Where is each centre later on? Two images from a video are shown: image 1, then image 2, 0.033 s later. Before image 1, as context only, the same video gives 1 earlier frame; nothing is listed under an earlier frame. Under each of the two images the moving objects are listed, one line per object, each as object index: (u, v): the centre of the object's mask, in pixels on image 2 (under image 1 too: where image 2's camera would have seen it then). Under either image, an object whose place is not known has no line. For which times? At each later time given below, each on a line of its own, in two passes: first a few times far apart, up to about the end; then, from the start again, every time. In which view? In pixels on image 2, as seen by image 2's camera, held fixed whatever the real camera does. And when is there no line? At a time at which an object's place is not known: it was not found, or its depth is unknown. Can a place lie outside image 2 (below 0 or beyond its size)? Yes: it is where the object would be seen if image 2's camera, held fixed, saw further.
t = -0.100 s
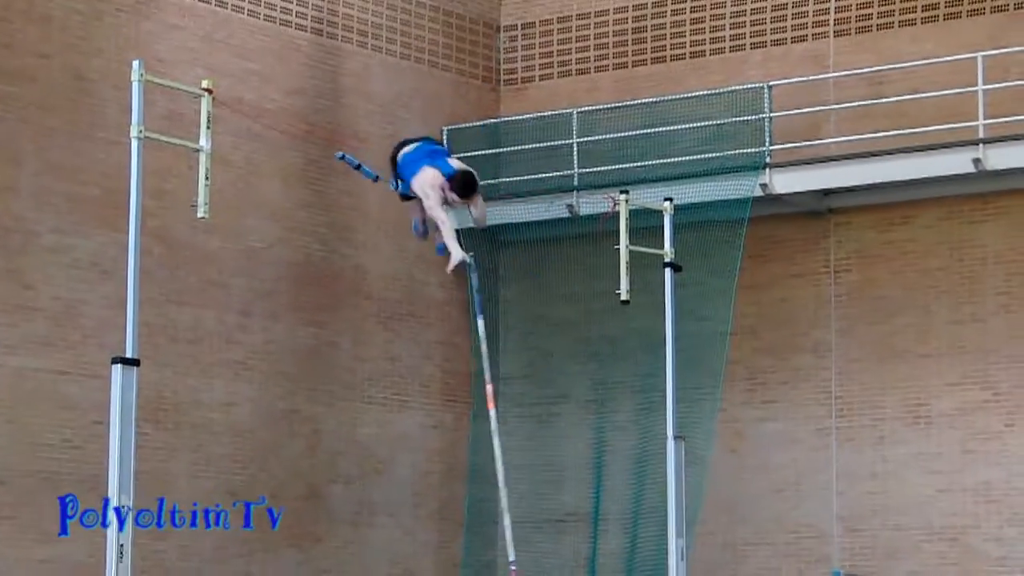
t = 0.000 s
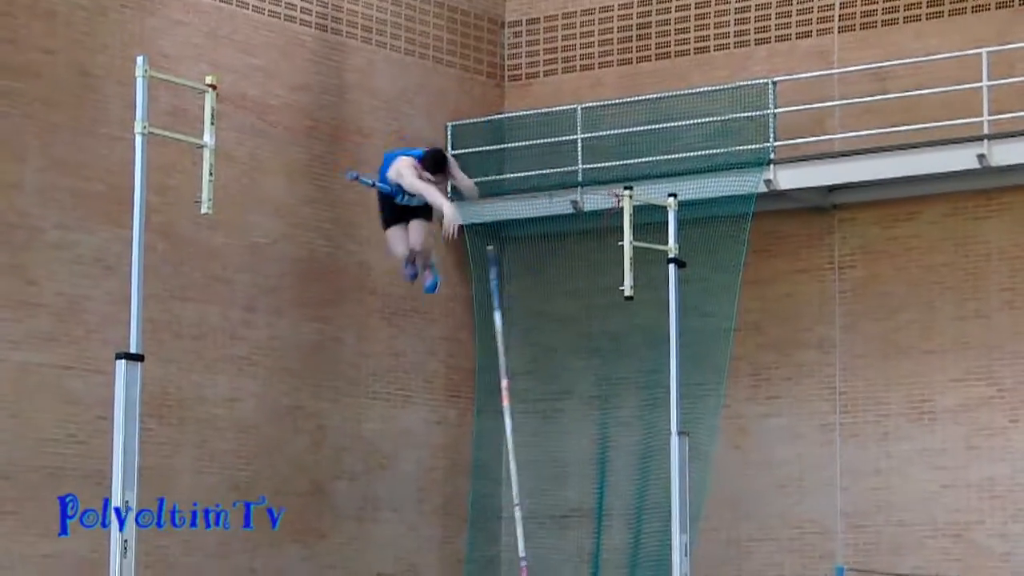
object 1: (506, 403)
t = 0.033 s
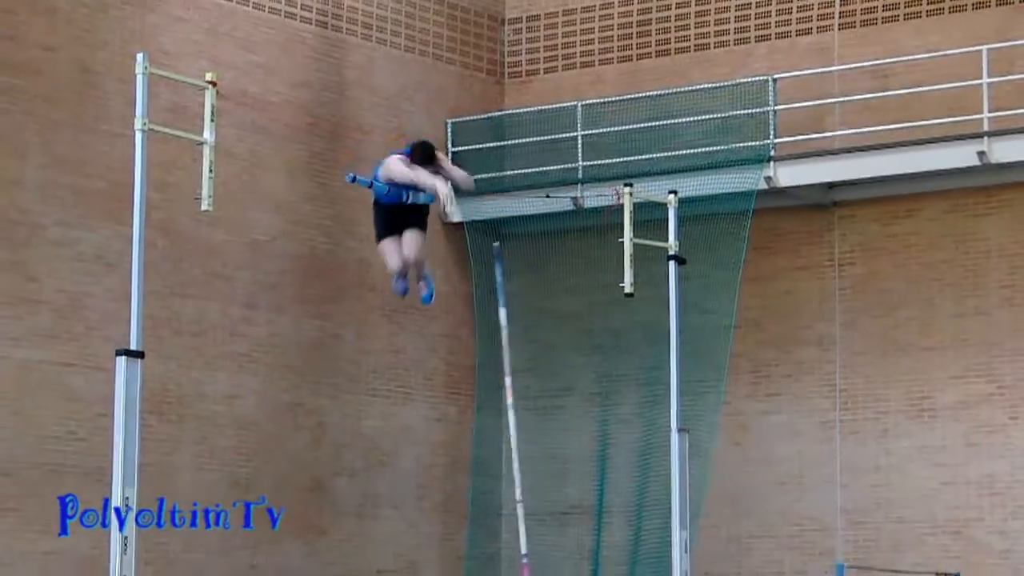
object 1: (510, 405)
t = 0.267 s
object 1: (523, 426)
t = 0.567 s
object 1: (529, 475)
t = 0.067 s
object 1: (514, 407)
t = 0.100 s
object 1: (517, 410)
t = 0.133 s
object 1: (518, 415)
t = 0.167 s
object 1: (519, 418)
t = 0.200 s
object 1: (521, 421)
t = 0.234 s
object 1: (523, 420)
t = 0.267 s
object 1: (523, 426)
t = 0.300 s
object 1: (525, 431)
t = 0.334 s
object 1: (526, 434)
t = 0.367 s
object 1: (527, 439)
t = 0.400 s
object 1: (528, 445)
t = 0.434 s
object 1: (528, 450)
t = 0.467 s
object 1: (529, 451)
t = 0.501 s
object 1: (529, 458)
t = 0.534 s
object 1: (529, 470)
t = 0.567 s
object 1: (529, 475)
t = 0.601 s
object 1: (530, 481)
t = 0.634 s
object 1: (529, 489)
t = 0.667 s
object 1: (529, 497)
